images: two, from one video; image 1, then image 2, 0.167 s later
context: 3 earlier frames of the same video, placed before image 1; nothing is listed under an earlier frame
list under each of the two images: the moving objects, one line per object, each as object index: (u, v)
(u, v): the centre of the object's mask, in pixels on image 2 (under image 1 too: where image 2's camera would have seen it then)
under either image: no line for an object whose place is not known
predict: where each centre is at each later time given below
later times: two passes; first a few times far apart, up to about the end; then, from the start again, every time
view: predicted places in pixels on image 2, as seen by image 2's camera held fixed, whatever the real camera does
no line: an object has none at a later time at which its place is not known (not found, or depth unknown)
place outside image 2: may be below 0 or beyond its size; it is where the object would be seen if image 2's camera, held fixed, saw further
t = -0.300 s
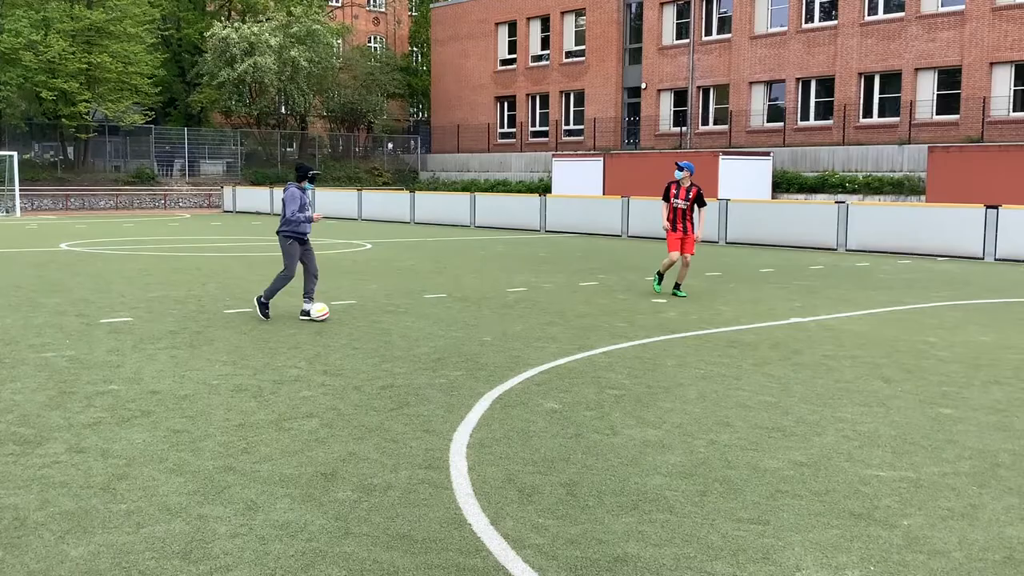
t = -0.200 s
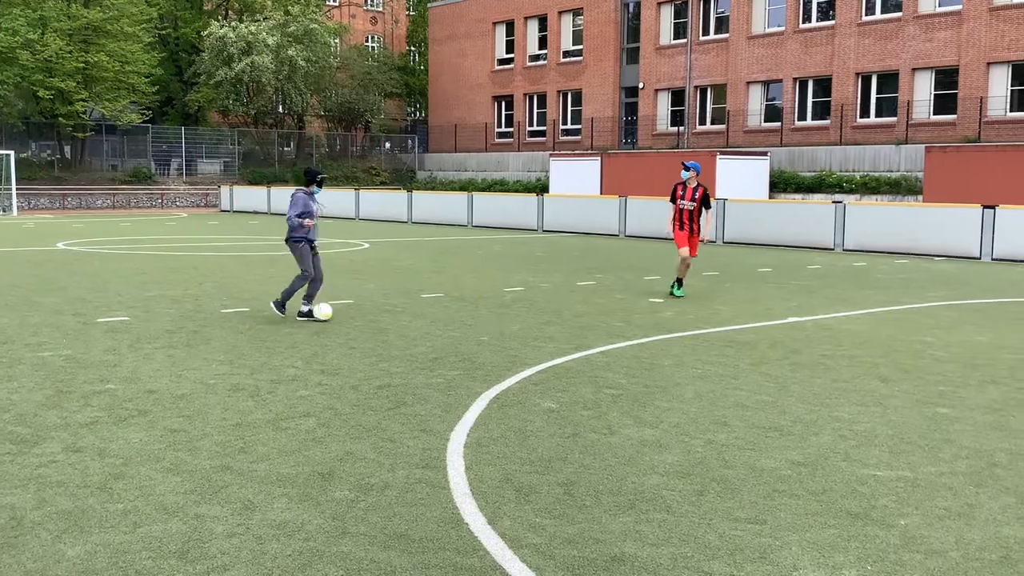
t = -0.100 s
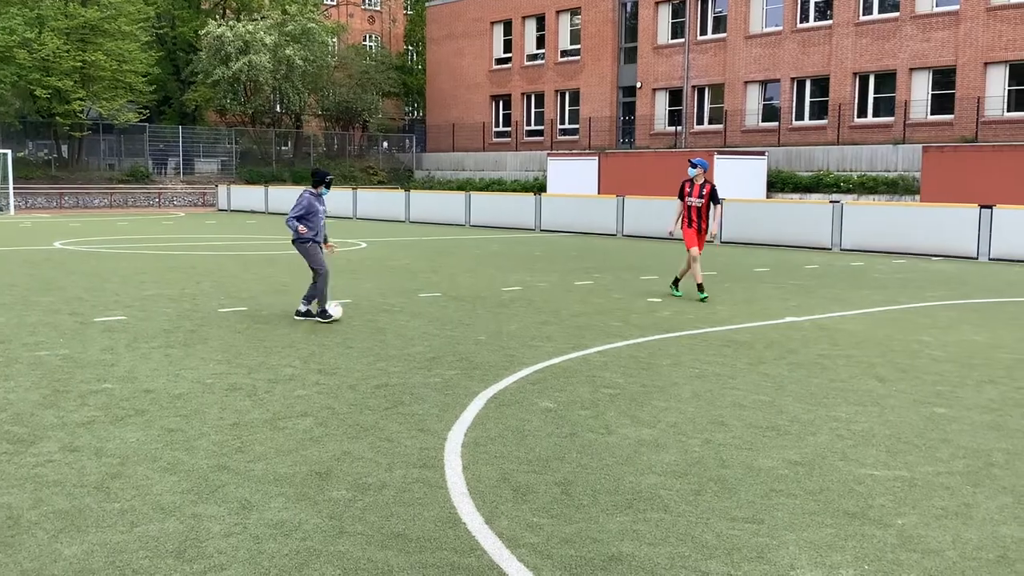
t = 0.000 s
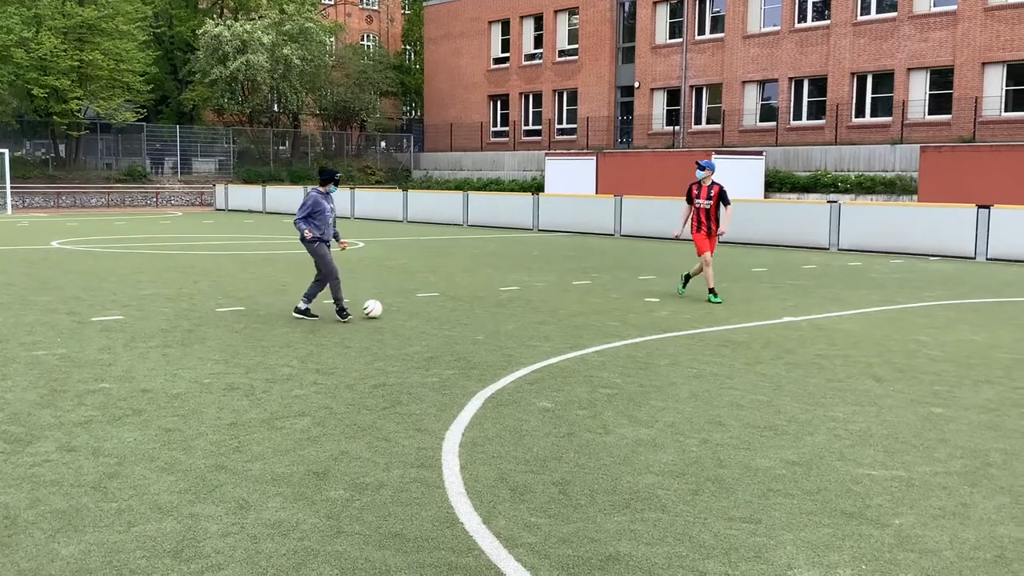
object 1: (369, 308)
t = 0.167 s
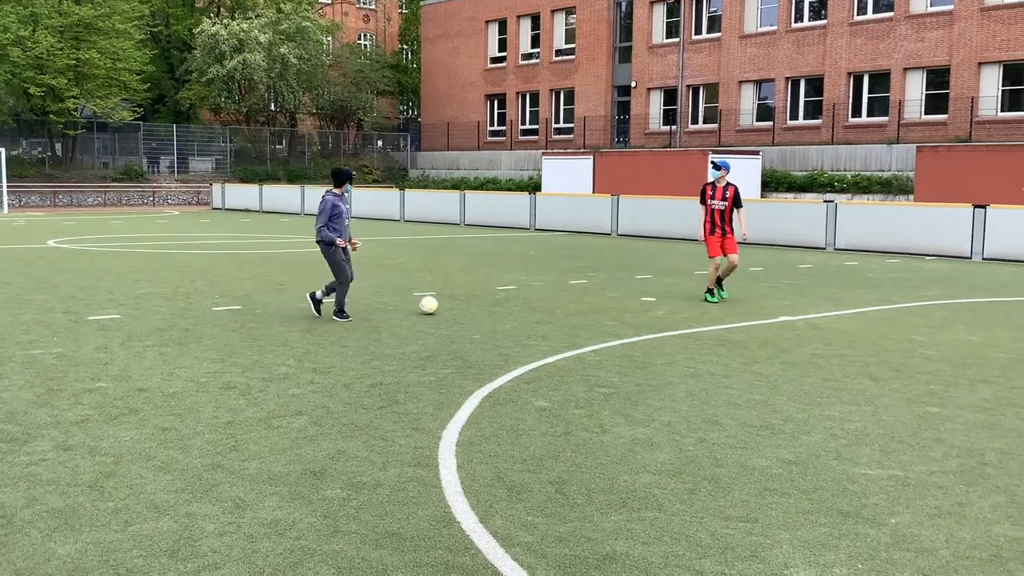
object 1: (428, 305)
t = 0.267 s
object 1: (457, 304)
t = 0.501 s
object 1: (516, 302)
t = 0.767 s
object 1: (579, 300)
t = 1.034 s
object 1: (636, 298)
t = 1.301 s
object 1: (689, 296)
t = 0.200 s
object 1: (439, 305)
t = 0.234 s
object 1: (448, 305)
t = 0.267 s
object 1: (457, 304)
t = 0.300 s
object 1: (466, 303)
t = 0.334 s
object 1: (475, 304)
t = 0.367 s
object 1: (483, 303)
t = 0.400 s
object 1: (492, 303)
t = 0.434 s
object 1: (500, 303)
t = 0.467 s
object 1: (508, 302)
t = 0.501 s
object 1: (516, 302)
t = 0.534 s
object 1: (524, 302)
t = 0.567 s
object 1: (532, 302)
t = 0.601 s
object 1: (540, 301)
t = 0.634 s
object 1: (548, 301)
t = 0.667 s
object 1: (556, 301)
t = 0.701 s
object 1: (563, 301)
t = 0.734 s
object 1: (571, 301)
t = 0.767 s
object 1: (579, 300)
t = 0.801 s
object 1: (586, 300)
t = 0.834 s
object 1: (593, 299)
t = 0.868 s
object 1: (600, 299)
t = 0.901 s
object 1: (608, 299)
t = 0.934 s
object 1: (615, 299)
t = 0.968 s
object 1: (622, 298)
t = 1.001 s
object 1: (629, 297)
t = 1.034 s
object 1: (636, 298)
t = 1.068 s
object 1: (642, 297)
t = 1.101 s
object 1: (649, 297)
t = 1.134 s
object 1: (656, 297)
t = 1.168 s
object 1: (662, 296)
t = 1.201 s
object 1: (669, 296)
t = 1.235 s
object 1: (676, 296)
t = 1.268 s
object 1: (682, 296)
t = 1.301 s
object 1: (689, 296)
